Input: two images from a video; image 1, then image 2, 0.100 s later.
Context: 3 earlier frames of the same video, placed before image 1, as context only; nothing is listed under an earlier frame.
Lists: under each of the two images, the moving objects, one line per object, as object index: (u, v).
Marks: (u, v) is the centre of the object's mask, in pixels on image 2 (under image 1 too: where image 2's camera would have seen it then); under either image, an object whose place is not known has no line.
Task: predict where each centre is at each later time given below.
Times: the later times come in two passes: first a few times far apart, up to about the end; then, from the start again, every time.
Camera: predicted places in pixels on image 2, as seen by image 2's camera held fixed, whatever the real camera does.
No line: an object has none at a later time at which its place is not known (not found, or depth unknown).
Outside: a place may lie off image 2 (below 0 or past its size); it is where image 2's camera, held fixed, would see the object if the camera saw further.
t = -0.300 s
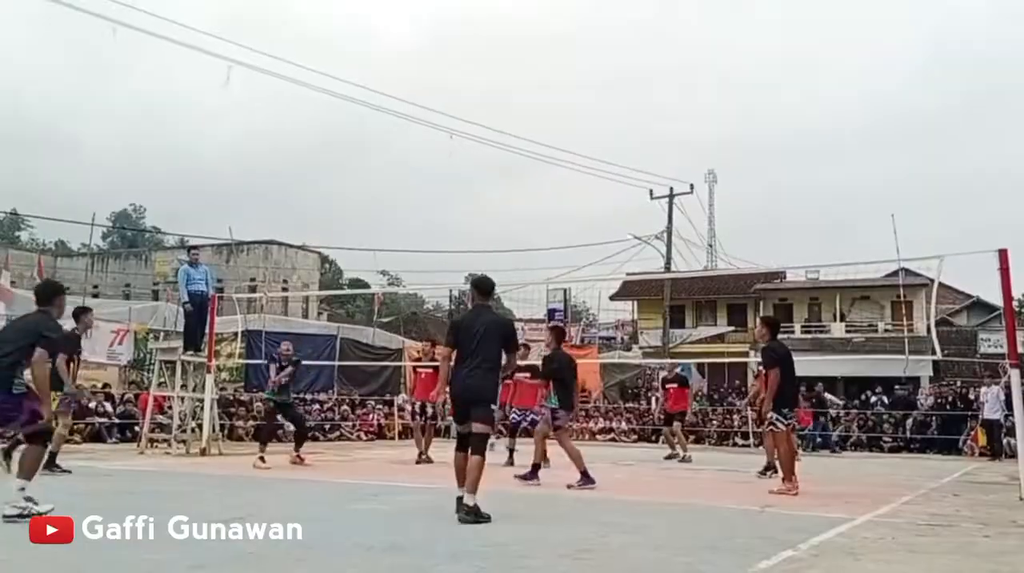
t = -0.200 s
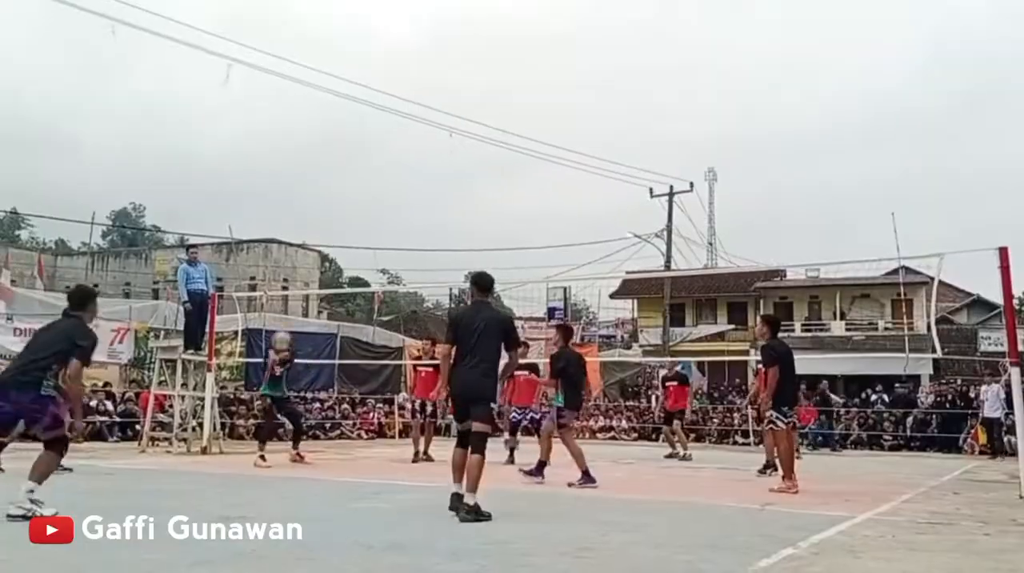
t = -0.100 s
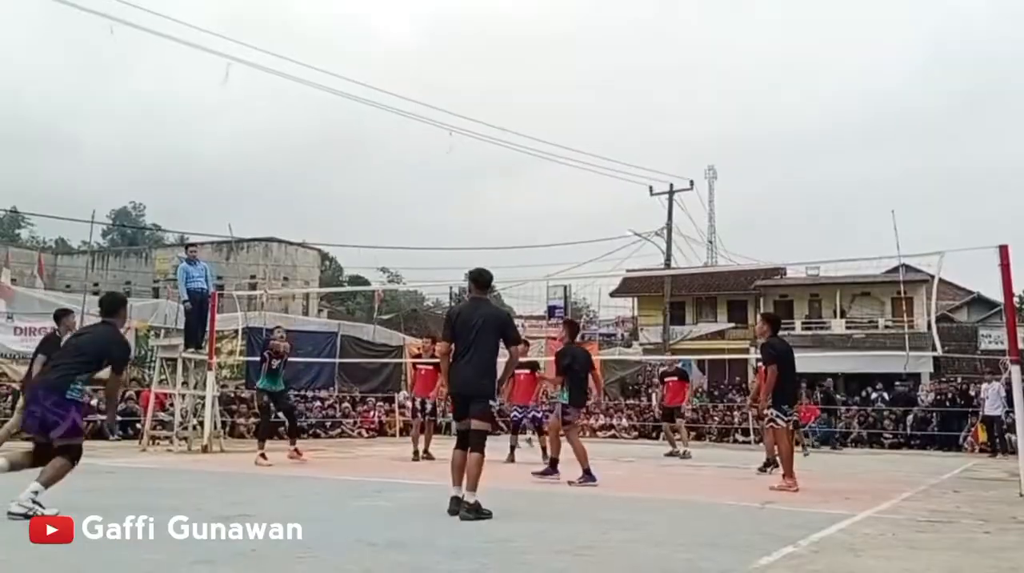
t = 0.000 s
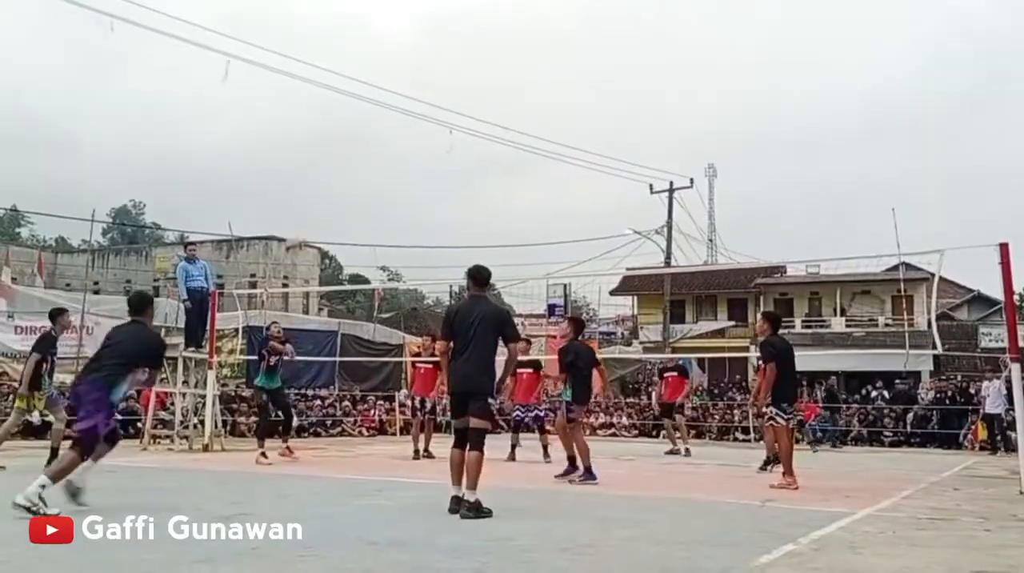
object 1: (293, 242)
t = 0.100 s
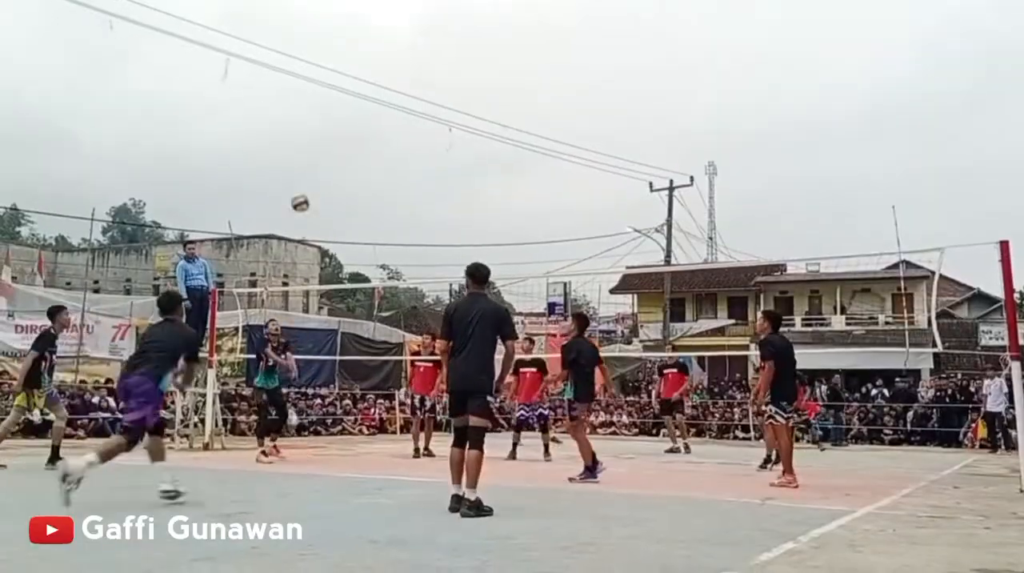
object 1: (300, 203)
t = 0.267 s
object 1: (312, 153)
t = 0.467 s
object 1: (327, 124)
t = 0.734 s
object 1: (347, 138)
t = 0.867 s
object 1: (356, 169)
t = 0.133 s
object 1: (302, 191)
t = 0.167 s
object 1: (304, 180)
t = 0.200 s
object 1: (307, 171)
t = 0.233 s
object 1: (309, 161)
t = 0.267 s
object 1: (312, 153)
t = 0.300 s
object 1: (315, 146)
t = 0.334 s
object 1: (317, 140)
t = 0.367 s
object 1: (319, 135)
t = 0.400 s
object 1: (322, 129)
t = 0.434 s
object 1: (325, 127)
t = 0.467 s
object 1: (327, 124)
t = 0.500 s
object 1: (329, 122)
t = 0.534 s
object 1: (332, 122)
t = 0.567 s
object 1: (335, 122)
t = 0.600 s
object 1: (337, 123)
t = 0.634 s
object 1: (340, 125)
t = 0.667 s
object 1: (342, 129)
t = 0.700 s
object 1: (344, 133)
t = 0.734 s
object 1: (347, 138)
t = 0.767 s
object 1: (349, 144)
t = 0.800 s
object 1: (352, 151)
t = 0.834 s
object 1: (354, 160)
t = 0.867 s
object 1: (356, 169)
